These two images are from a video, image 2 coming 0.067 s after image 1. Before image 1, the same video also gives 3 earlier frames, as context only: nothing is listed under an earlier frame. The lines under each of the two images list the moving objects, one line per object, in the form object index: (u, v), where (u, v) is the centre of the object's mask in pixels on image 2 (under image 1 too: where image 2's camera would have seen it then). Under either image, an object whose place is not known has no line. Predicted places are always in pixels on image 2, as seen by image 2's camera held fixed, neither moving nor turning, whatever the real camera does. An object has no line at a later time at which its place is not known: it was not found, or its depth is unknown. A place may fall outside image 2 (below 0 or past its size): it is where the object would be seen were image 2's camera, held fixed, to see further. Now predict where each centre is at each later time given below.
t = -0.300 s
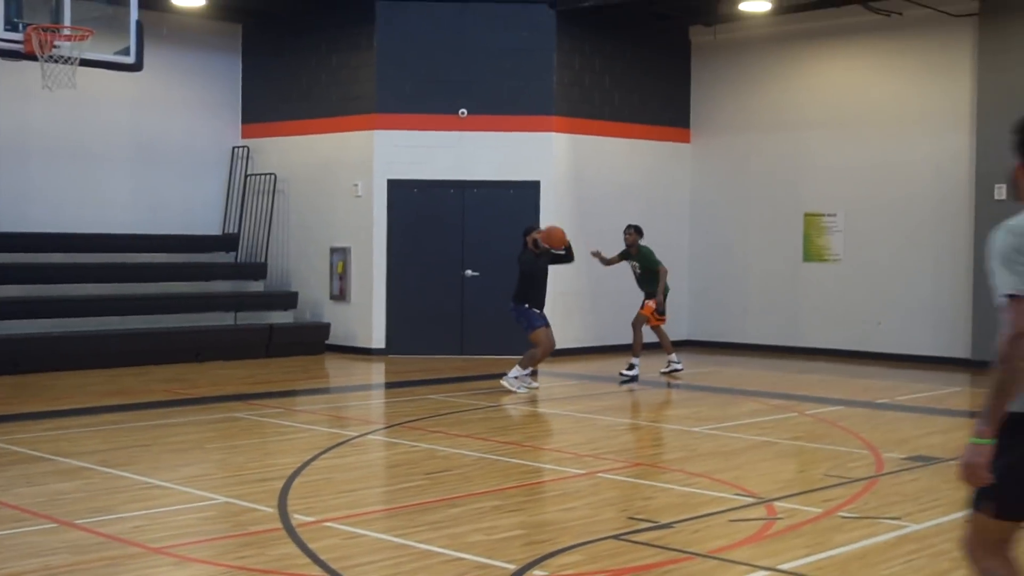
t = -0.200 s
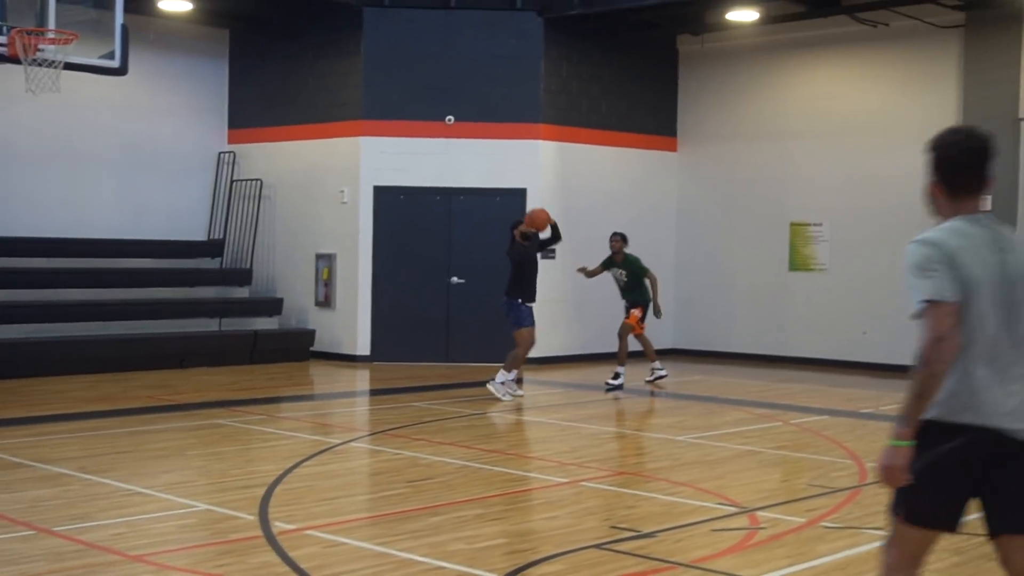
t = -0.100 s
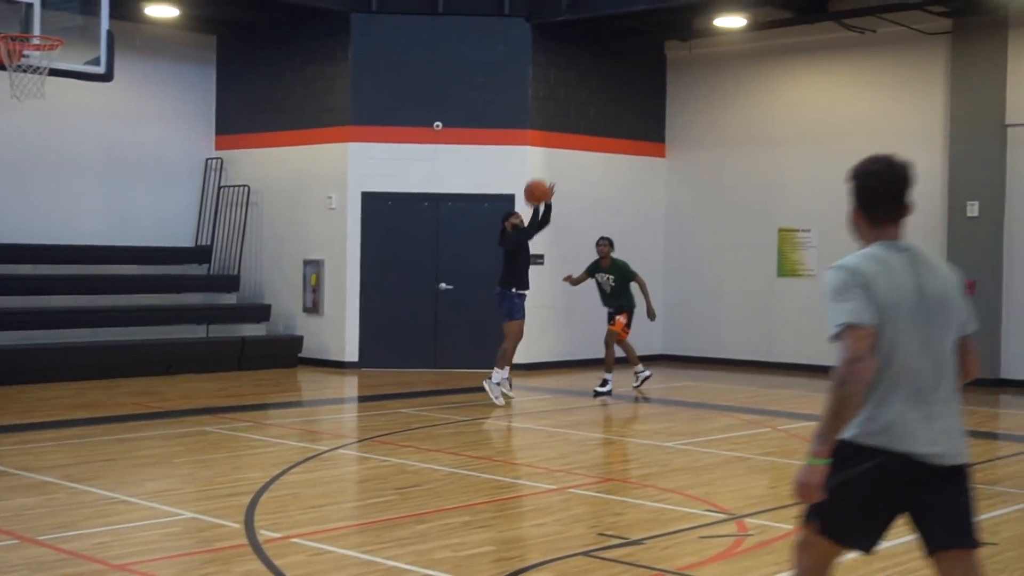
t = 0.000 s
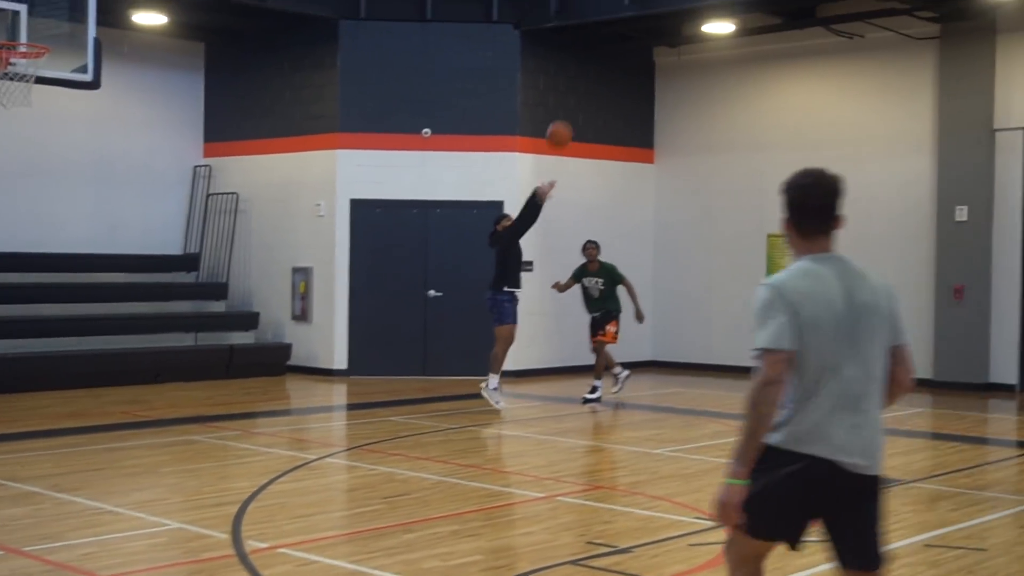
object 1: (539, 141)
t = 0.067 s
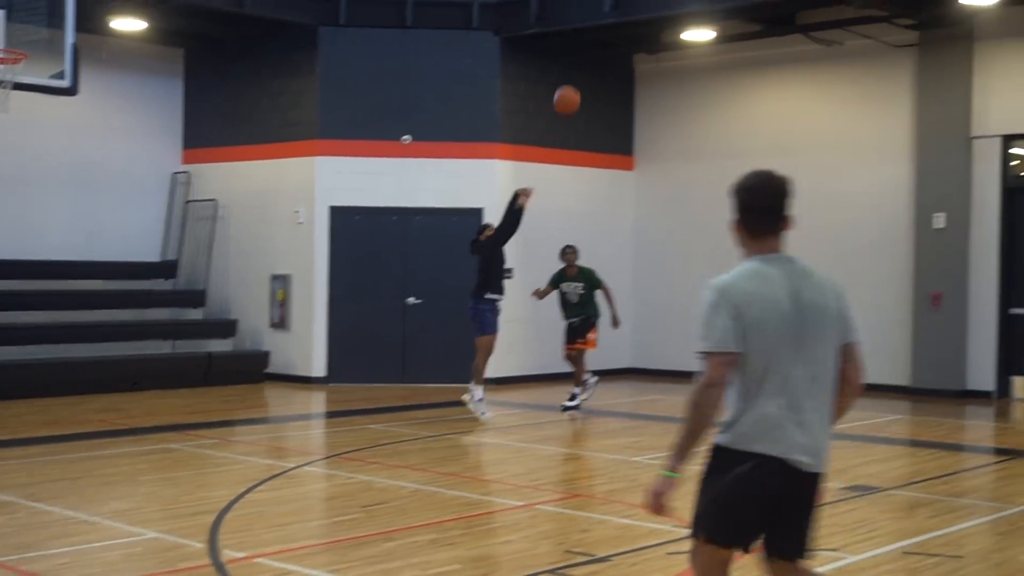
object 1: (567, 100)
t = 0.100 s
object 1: (582, 80)
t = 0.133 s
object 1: (597, 60)
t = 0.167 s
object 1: (612, 42)
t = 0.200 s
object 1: (627, 24)
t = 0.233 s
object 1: (642, 7)
